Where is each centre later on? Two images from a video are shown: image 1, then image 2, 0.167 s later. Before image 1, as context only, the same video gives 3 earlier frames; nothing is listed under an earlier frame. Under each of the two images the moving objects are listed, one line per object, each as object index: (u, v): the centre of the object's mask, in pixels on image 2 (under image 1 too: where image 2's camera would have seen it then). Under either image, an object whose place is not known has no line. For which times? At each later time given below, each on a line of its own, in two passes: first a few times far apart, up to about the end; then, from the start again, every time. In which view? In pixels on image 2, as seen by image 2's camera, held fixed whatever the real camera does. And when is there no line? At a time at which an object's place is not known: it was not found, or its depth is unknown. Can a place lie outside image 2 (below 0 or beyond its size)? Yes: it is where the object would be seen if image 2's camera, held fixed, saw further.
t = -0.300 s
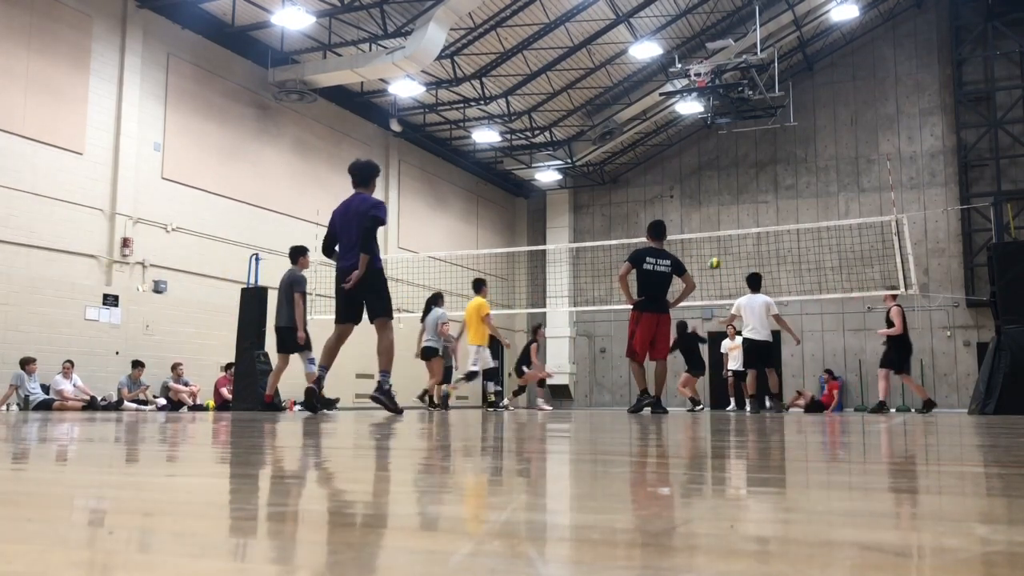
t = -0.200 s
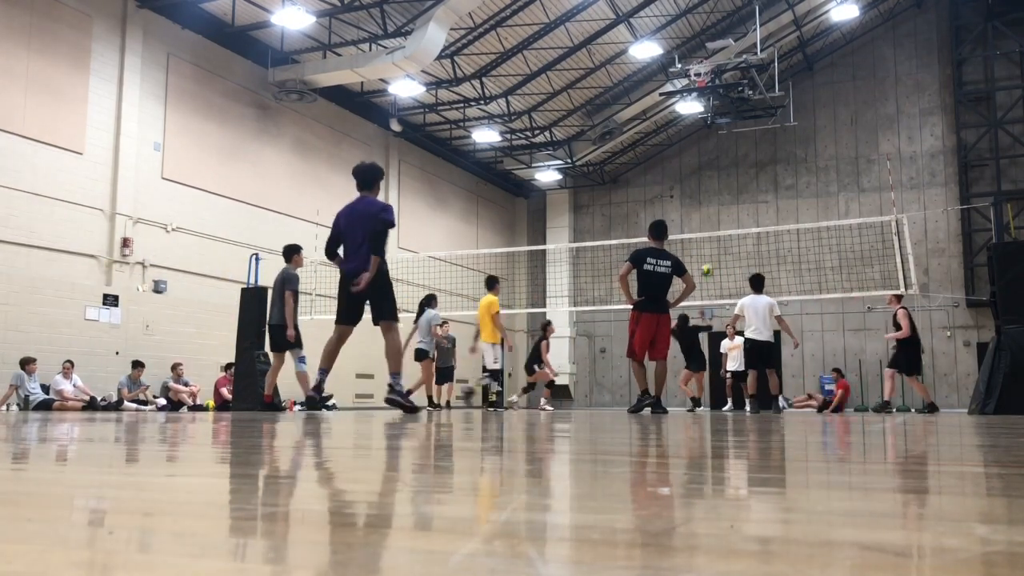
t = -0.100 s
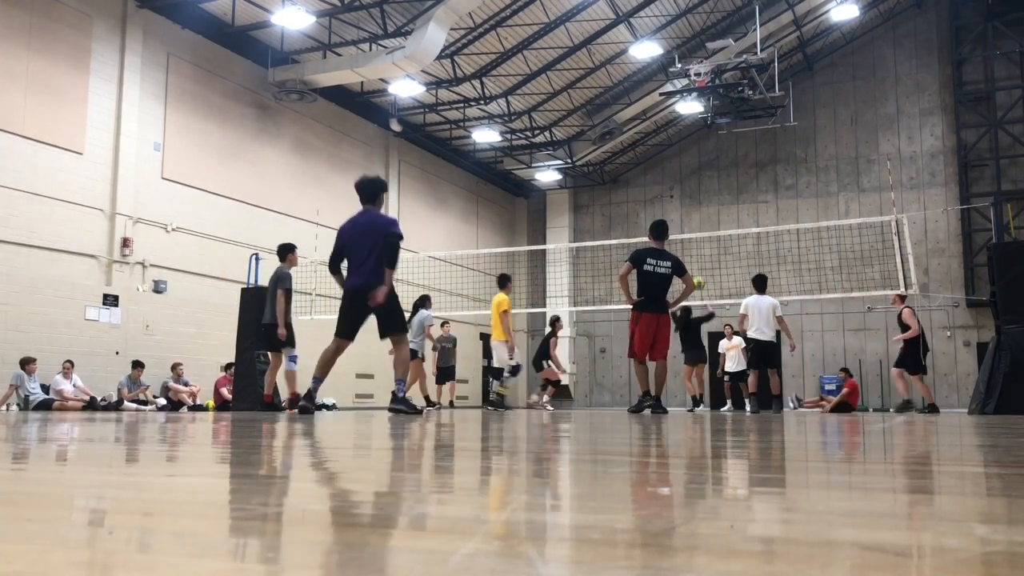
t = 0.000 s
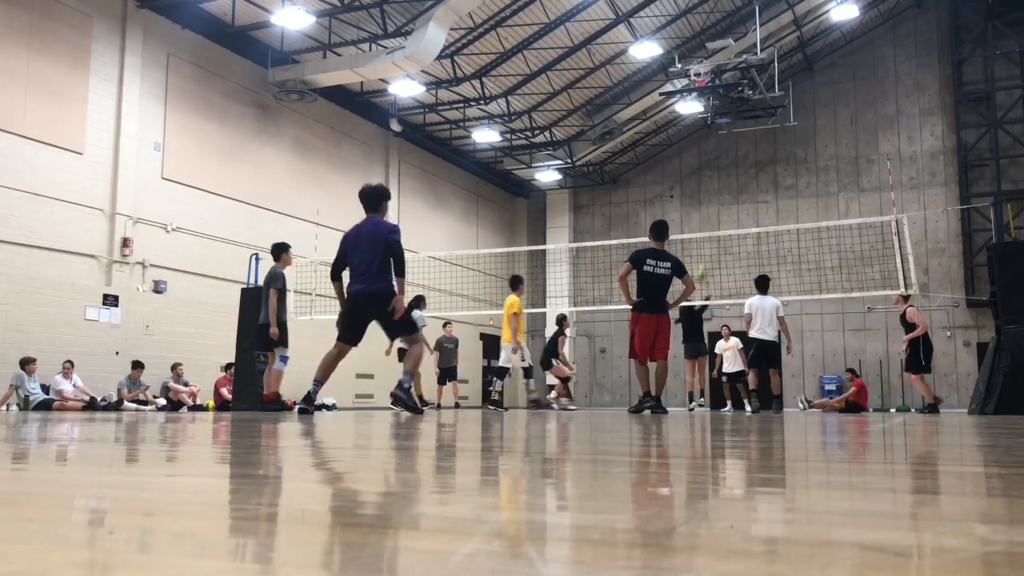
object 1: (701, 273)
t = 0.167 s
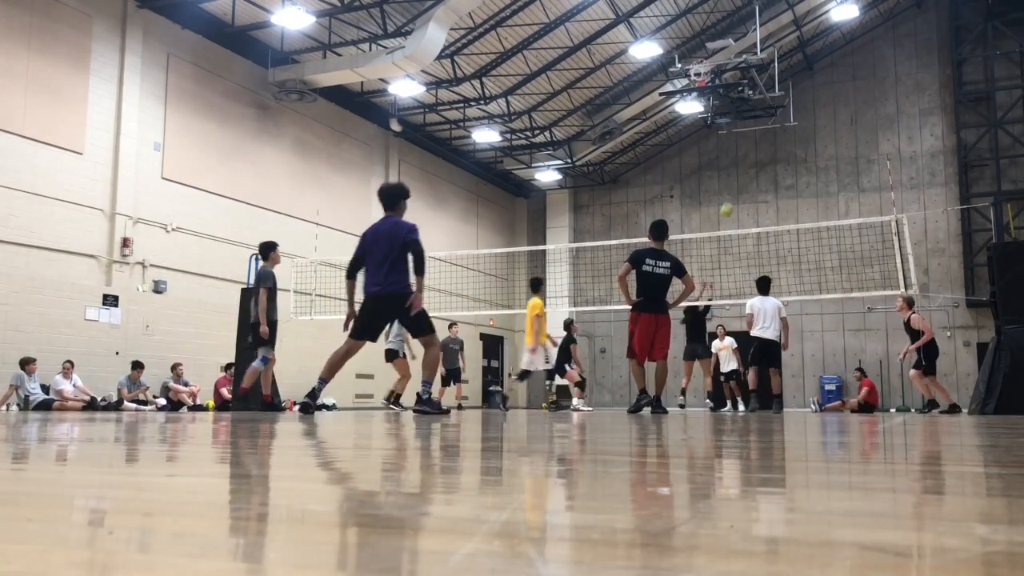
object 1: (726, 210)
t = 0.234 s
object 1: (735, 190)
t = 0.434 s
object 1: (763, 146)
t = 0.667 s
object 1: (794, 125)
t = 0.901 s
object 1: (826, 134)
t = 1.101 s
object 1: (854, 166)
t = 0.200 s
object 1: (730, 199)
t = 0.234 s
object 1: (735, 190)
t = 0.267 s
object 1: (739, 181)
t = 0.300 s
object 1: (744, 173)
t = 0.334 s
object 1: (748, 165)
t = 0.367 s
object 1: (753, 158)
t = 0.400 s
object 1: (758, 152)
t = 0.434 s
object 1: (763, 146)
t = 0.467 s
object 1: (767, 141)
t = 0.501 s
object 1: (772, 137)
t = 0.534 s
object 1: (776, 133)
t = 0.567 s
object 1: (781, 130)
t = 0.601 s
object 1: (786, 128)
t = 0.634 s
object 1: (790, 126)
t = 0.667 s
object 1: (794, 125)
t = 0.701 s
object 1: (799, 125)
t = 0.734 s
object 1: (804, 125)
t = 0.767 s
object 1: (808, 125)
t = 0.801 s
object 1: (813, 126)
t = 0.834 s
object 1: (817, 129)
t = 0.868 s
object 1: (822, 132)
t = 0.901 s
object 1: (826, 134)
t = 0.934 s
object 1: (831, 138)
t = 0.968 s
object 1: (835, 143)
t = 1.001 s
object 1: (840, 148)
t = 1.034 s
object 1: (844, 153)
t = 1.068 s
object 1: (849, 159)
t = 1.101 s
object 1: (854, 166)
